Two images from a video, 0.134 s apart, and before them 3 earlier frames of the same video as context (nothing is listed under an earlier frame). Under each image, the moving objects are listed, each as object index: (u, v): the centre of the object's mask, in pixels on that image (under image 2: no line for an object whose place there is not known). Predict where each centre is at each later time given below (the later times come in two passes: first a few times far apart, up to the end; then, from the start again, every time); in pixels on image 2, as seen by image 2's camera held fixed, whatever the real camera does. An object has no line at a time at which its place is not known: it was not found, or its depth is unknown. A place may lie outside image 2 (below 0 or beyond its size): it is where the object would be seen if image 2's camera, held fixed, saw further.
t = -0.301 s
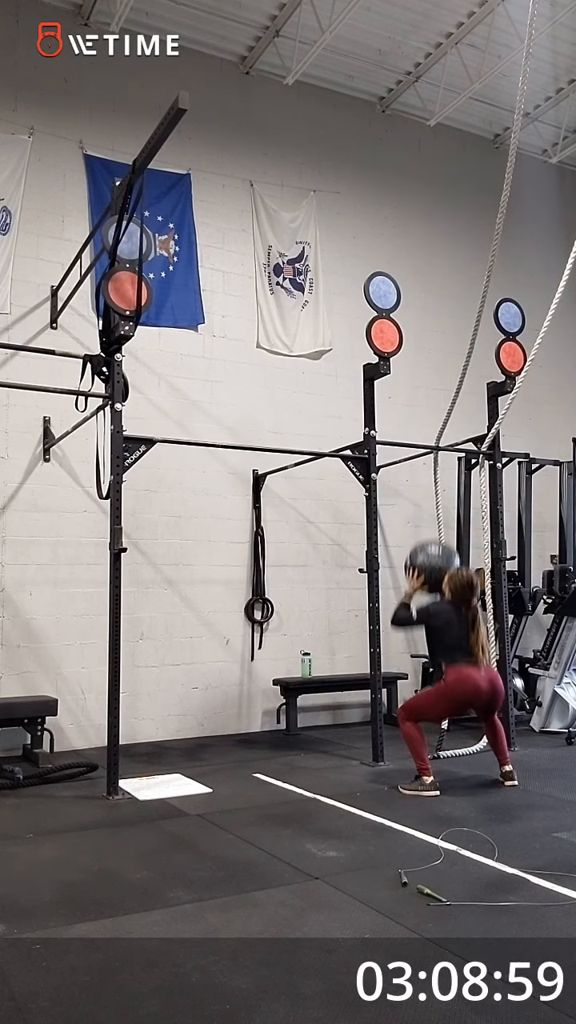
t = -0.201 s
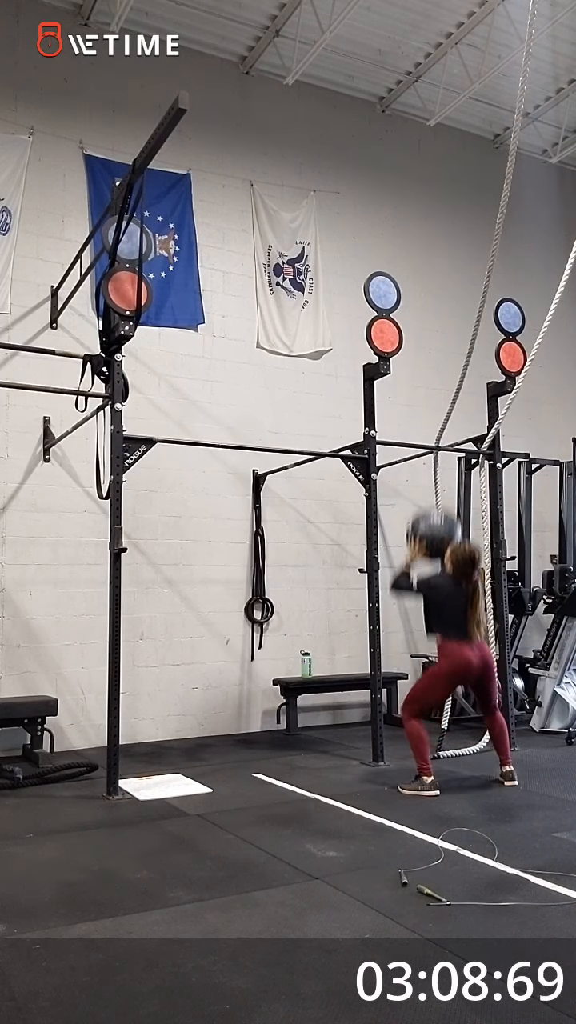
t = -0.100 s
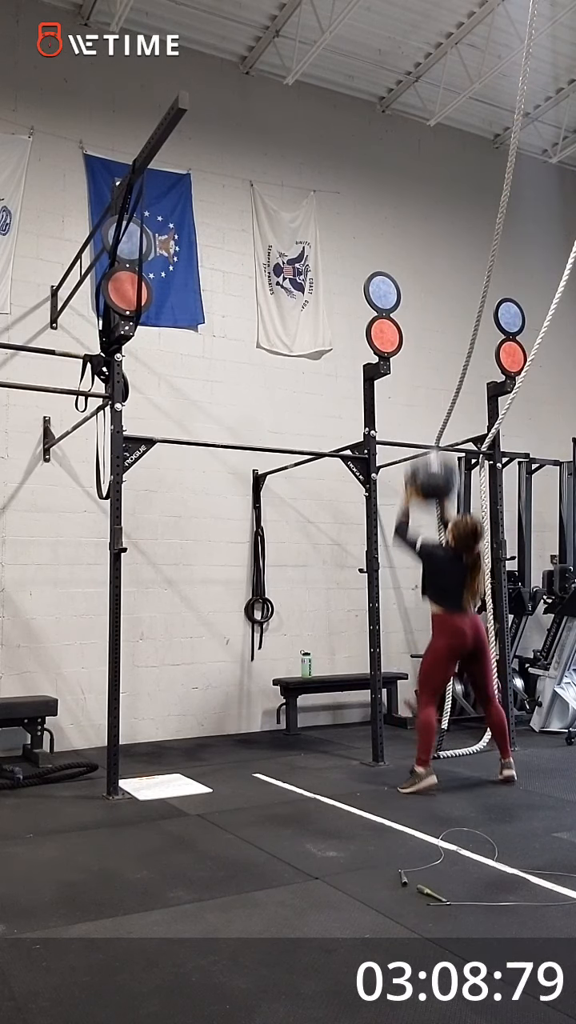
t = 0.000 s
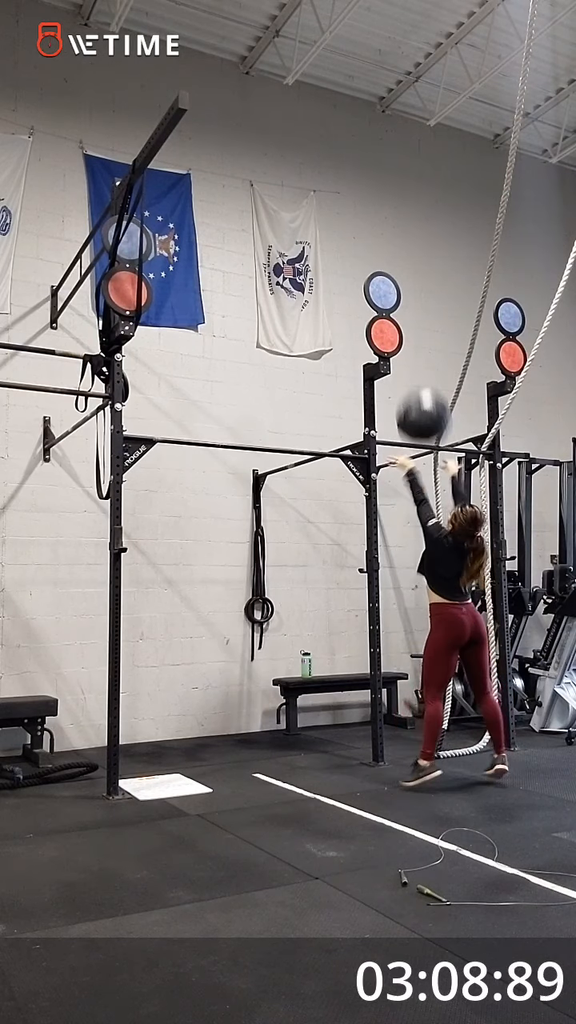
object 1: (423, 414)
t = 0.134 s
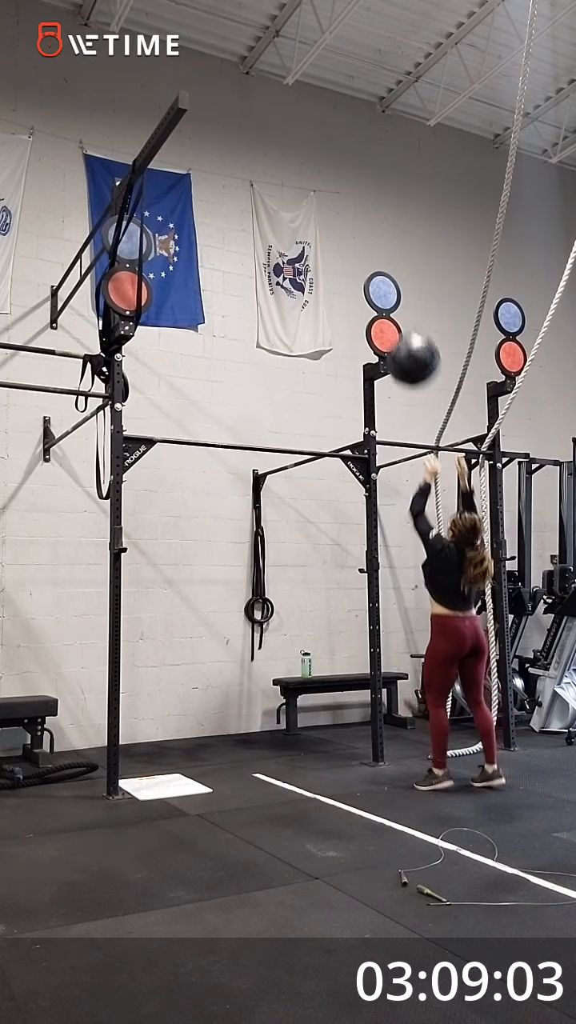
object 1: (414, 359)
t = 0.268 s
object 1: (404, 330)
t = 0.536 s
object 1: (407, 339)
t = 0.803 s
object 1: (419, 448)
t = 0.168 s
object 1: (411, 350)
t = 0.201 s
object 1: (408, 341)
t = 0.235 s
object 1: (406, 335)
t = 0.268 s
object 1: (404, 330)
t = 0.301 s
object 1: (401, 327)
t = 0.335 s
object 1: (399, 325)
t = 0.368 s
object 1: (399, 325)
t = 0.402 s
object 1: (401, 324)
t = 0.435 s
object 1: (402, 326)
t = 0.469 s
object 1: (404, 328)
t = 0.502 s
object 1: (405, 333)
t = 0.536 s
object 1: (407, 339)
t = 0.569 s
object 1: (408, 347)
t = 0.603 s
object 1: (410, 356)
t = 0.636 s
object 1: (411, 367)
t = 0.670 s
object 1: (413, 379)
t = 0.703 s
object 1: (414, 394)
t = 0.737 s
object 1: (415, 409)
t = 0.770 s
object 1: (417, 428)
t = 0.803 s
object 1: (419, 448)
